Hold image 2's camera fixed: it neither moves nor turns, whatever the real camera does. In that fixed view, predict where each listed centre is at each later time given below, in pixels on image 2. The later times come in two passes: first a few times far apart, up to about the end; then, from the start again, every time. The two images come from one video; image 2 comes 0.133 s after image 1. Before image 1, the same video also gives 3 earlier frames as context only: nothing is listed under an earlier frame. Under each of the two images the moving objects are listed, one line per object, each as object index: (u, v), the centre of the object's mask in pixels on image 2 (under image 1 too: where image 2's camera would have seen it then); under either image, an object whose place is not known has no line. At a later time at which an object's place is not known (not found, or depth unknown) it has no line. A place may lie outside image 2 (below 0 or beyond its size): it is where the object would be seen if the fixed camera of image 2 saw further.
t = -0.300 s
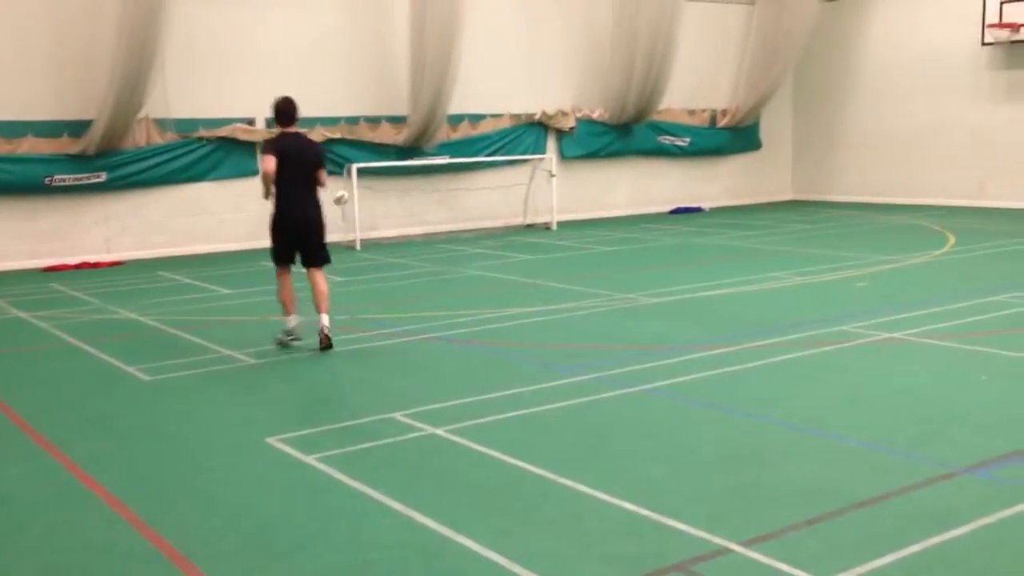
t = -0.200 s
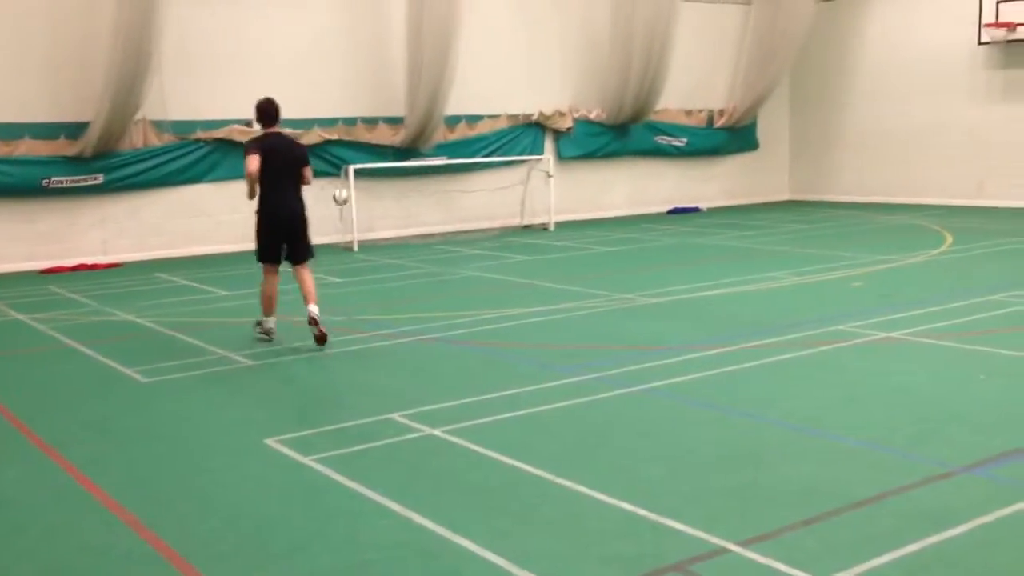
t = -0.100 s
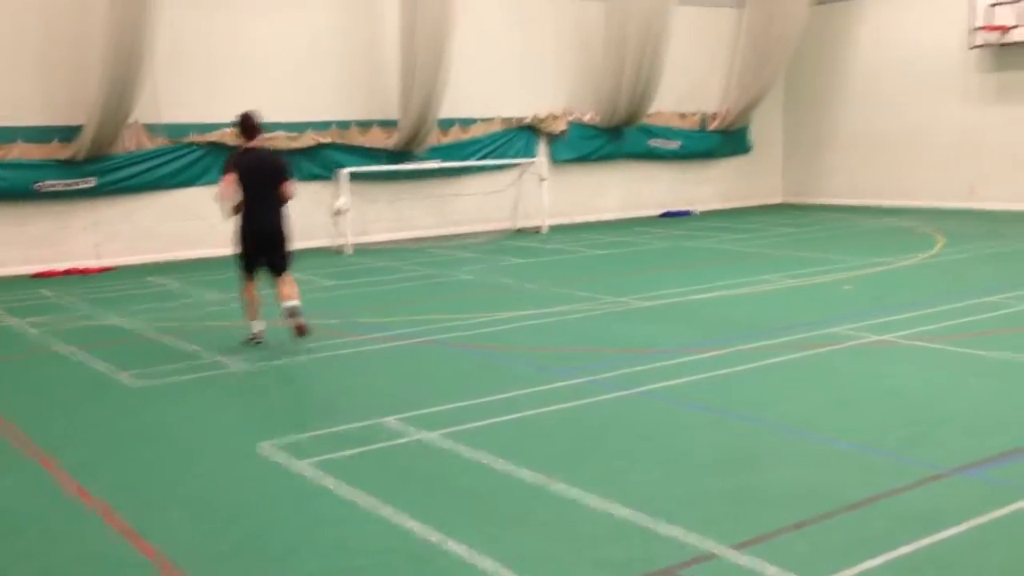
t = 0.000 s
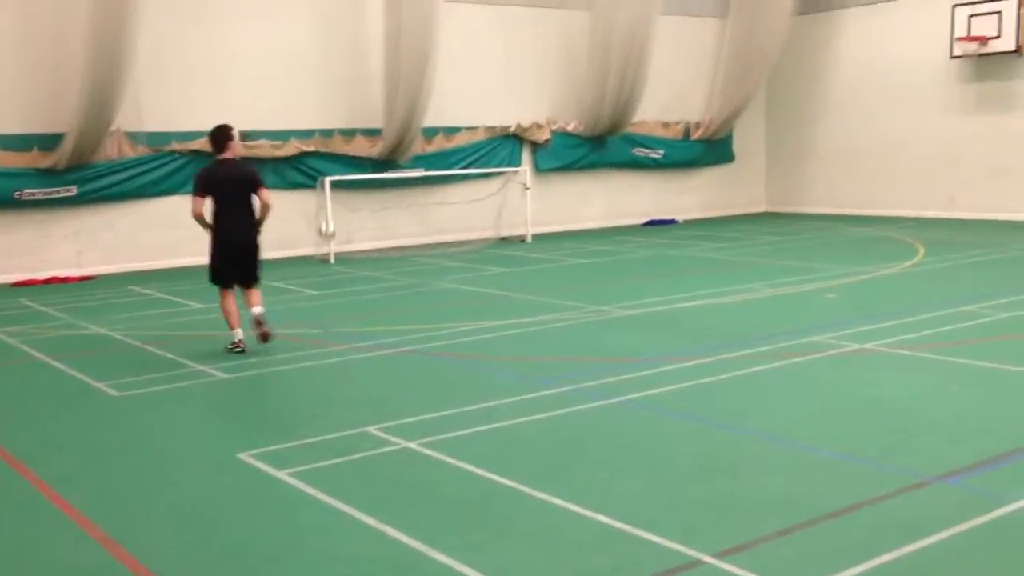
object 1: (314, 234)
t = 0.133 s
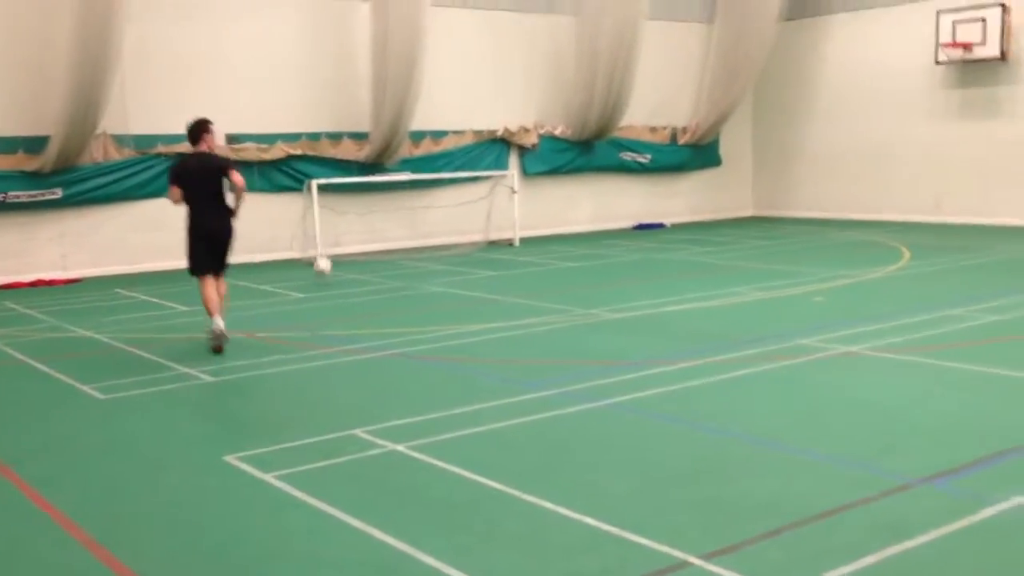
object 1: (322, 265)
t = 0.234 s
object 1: (327, 262)
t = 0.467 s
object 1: (336, 244)
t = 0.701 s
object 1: (350, 269)
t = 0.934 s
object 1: (363, 272)
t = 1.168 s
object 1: (378, 279)
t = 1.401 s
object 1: (395, 299)
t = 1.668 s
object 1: (415, 311)
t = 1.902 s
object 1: (435, 319)
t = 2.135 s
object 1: (459, 352)
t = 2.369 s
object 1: (486, 349)
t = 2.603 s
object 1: (517, 372)
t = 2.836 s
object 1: (551, 397)
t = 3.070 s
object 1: (593, 427)
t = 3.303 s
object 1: (639, 453)
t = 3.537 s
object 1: (696, 483)
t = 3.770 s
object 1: (766, 523)
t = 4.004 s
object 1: (854, 567)
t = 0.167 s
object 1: (324, 274)
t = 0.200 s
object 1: (324, 266)
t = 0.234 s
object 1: (327, 262)
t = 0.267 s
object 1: (329, 256)
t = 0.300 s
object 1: (329, 251)
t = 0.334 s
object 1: (330, 249)
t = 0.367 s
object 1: (332, 246)
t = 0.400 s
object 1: (333, 245)
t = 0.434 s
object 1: (335, 244)
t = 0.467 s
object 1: (336, 244)
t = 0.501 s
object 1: (338, 244)
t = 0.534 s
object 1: (339, 246)
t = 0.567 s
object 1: (342, 248)
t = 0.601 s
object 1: (343, 252)
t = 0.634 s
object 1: (346, 256)
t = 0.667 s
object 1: (348, 263)
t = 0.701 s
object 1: (350, 269)
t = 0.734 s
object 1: (352, 277)
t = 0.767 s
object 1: (355, 288)
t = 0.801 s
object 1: (357, 290)
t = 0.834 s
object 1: (358, 284)
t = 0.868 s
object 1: (360, 280)
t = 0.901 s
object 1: (362, 275)
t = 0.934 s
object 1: (363, 272)
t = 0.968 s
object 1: (365, 271)
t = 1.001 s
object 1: (367, 269)
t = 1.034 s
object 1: (369, 270)
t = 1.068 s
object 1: (371, 270)
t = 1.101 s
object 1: (374, 272)
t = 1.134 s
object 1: (376, 275)
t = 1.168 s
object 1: (378, 279)
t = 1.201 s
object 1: (381, 286)
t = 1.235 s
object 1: (382, 292)
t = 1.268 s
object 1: (386, 300)
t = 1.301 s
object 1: (388, 311)
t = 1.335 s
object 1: (390, 309)
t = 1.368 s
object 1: (393, 303)
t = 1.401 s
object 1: (395, 299)
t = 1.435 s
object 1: (397, 297)
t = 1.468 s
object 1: (399, 295)
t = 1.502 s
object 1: (400, 295)
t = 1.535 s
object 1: (404, 296)
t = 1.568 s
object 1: (407, 297)
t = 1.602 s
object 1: (410, 301)
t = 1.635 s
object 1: (412, 305)
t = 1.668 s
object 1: (415, 311)
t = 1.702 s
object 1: (418, 318)
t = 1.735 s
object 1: (421, 329)
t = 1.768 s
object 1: (424, 332)
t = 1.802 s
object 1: (427, 327)
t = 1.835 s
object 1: (430, 322)
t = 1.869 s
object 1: (432, 320)
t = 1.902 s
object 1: (435, 319)
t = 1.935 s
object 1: (438, 319)
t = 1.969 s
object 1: (442, 321)
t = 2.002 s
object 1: (444, 323)
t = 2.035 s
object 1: (448, 329)
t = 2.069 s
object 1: (453, 334)
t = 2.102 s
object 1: (456, 343)
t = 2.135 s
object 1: (459, 352)
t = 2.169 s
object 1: (463, 354)
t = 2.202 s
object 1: (467, 349)
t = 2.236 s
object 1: (471, 345)
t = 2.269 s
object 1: (473, 345)
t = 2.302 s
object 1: (477, 344)
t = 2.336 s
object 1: (482, 345)
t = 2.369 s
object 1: (486, 349)
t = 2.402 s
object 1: (489, 354)
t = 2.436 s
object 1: (494, 361)
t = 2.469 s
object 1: (498, 368)
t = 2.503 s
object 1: (503, 378)
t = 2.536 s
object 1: (506, 376)
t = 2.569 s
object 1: (511, 373)
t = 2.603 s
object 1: (517, 372)
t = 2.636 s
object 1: (521, 373)
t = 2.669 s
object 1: (525, 376)
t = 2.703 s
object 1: (531, 381)
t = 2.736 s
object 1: (536, 390)
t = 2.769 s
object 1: (541, 397)
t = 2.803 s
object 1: (546, 401)
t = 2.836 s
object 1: (551, 397)
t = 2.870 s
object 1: (557, 396)
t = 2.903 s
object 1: (563, 396)
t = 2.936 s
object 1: (568, 399)
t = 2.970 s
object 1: (573, 403)
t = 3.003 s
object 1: (579, 409)
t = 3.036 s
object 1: (586, 419)
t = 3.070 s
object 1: (593, 427)
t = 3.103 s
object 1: (598, 425)
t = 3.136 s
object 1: (605, 424)
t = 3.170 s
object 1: (613, 425)
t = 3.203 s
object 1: (618, 429)
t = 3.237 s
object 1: (625, 435)
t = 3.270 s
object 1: (632, 446)
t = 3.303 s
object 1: (639, 453)
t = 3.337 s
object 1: (647, 452)
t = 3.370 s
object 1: (654, 454)
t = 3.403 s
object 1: (662, 458)
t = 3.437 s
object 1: (671, 463)
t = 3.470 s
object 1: (680, 471)
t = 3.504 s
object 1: (687, 479)
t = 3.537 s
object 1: (696, 483)
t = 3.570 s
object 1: (704, 485)
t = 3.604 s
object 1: (714, 493)
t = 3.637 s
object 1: (724, 500)
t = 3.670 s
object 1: (734, 505)
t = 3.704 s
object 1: (744, 510)
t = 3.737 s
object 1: (755, 518)
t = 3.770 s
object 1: (766, 523)
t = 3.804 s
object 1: (777, 531)
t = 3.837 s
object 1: (788, 537)
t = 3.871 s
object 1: (801, 545)
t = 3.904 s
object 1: (813, 552)
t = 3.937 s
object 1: (828, 558)
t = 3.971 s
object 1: (840, 563)
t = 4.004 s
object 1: (854, 567)
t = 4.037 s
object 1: (869, 572)
